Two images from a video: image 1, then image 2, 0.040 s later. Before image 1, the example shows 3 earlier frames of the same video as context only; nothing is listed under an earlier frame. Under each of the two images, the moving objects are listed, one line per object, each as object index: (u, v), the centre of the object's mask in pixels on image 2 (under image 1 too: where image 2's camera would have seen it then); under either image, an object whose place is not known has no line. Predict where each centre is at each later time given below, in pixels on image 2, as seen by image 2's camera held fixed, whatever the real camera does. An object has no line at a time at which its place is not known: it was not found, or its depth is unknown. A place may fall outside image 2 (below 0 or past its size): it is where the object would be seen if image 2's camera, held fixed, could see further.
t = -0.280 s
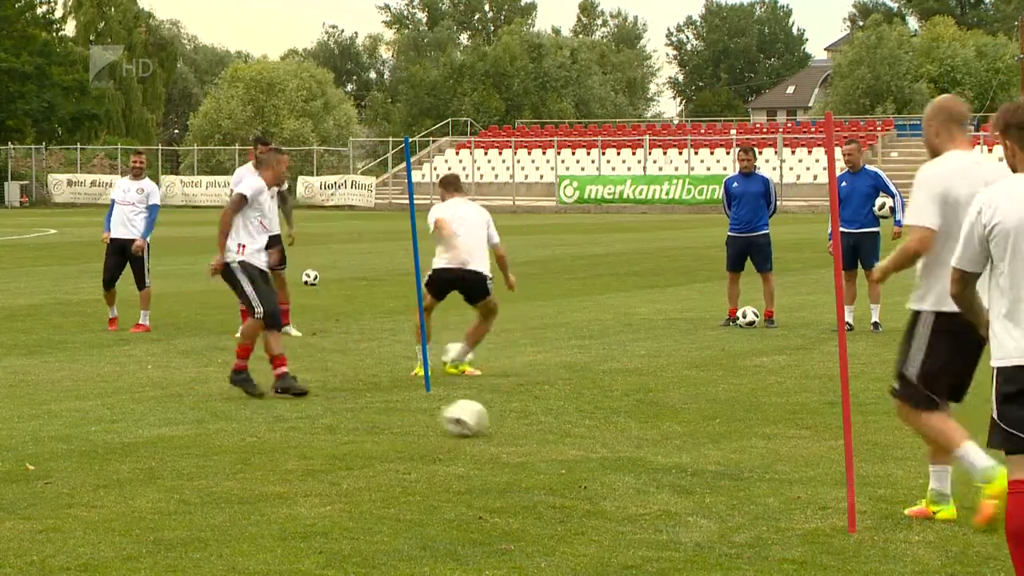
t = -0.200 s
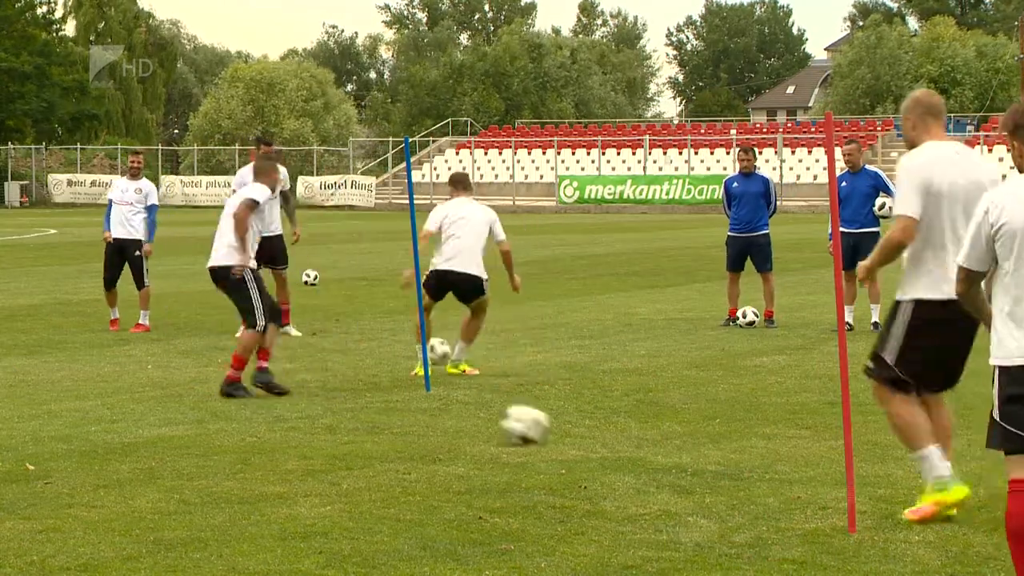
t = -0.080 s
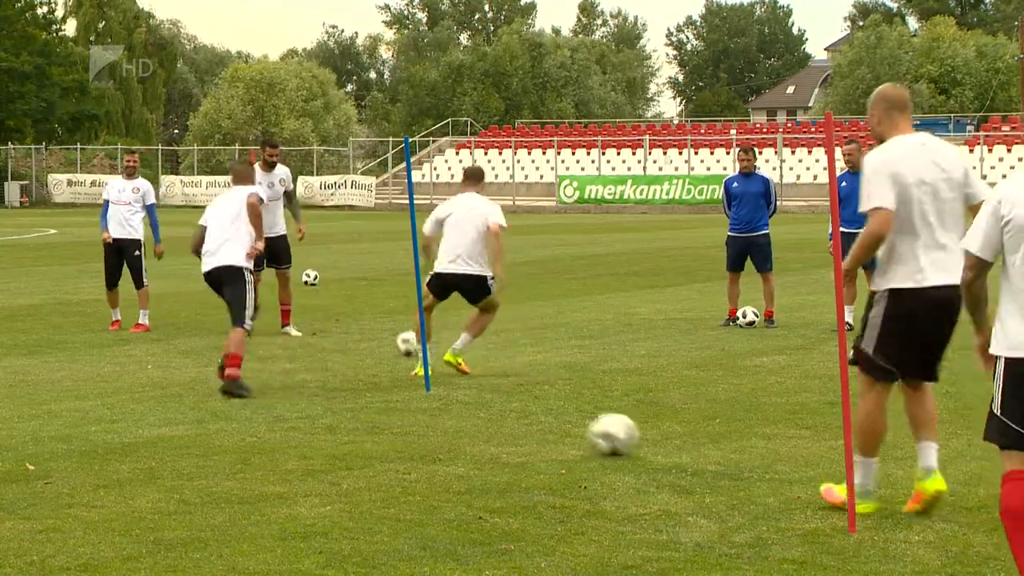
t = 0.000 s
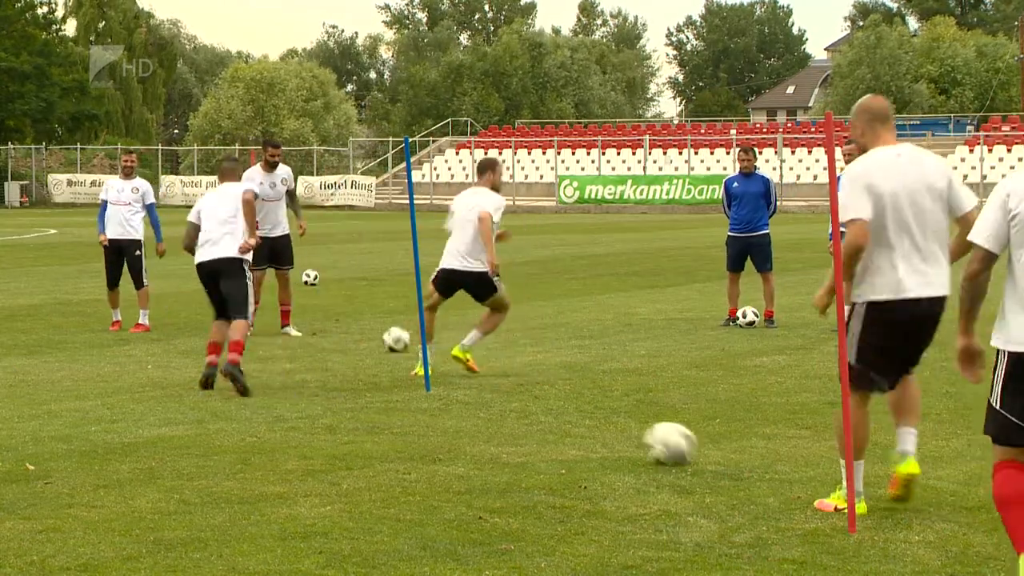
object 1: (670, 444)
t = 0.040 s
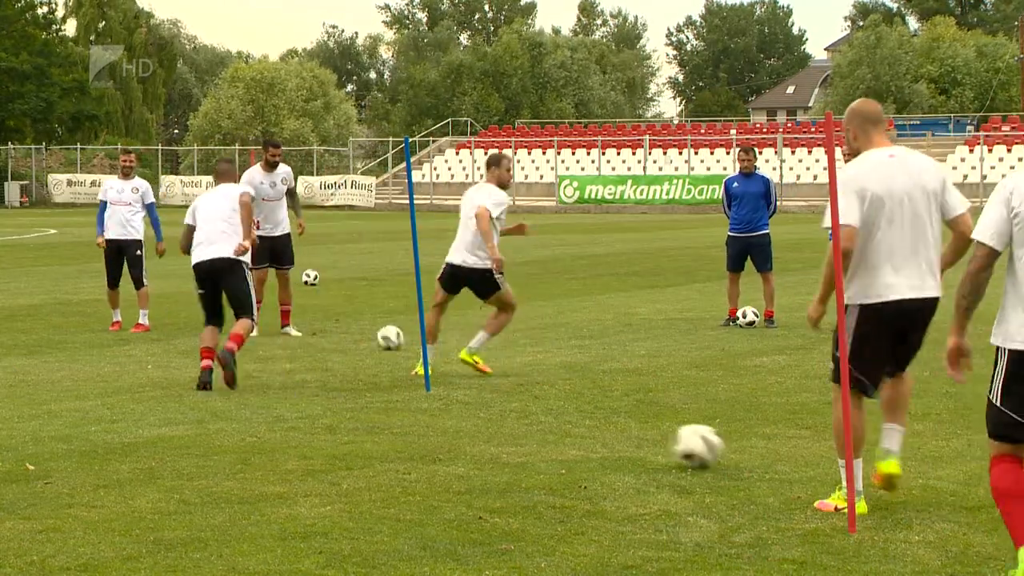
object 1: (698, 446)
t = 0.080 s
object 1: (724, 449)
